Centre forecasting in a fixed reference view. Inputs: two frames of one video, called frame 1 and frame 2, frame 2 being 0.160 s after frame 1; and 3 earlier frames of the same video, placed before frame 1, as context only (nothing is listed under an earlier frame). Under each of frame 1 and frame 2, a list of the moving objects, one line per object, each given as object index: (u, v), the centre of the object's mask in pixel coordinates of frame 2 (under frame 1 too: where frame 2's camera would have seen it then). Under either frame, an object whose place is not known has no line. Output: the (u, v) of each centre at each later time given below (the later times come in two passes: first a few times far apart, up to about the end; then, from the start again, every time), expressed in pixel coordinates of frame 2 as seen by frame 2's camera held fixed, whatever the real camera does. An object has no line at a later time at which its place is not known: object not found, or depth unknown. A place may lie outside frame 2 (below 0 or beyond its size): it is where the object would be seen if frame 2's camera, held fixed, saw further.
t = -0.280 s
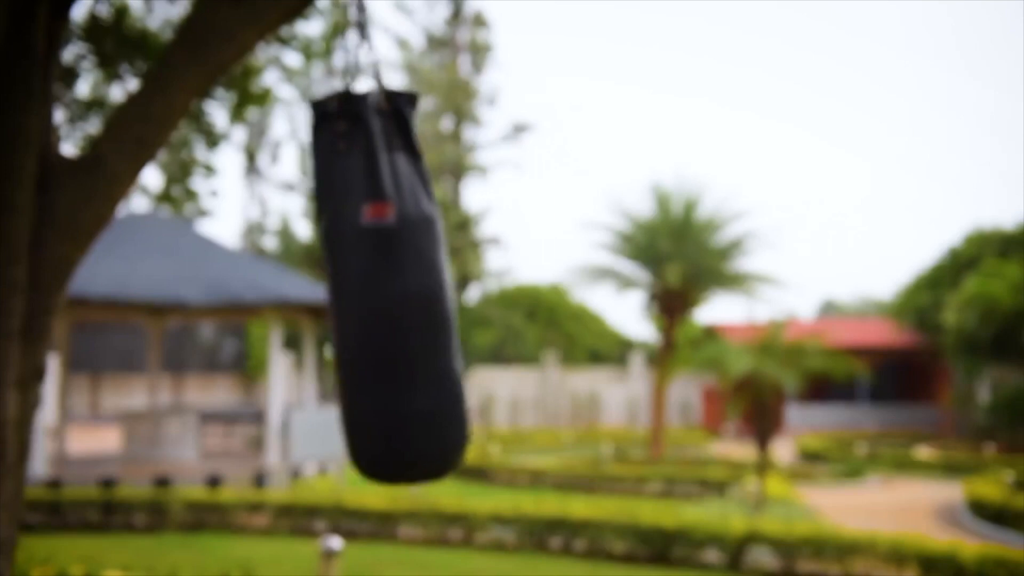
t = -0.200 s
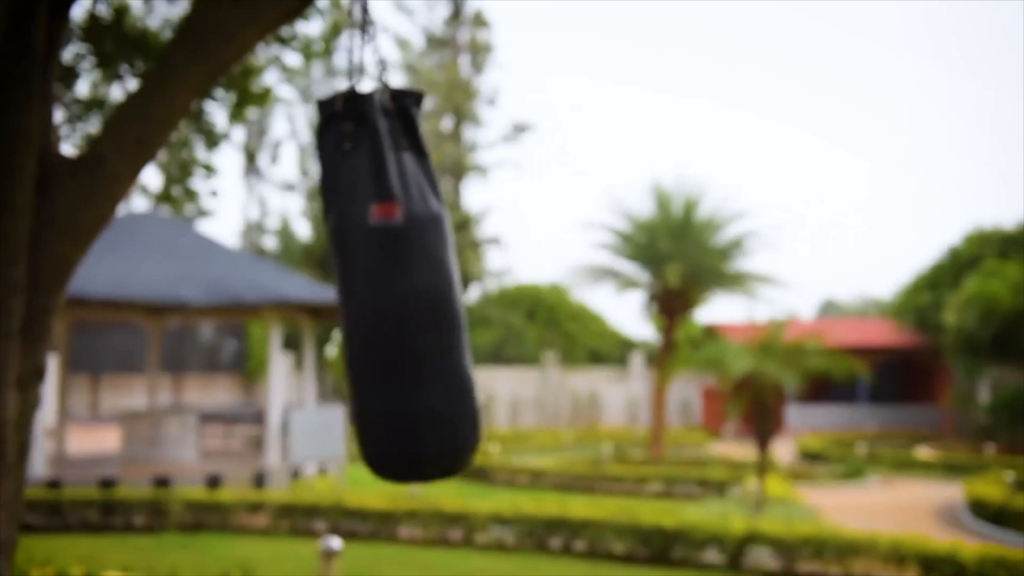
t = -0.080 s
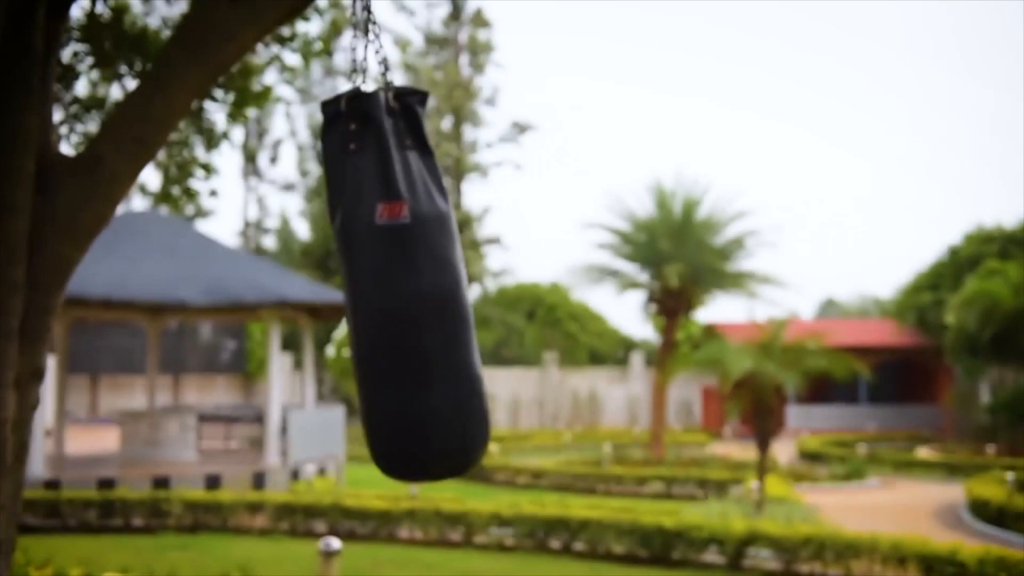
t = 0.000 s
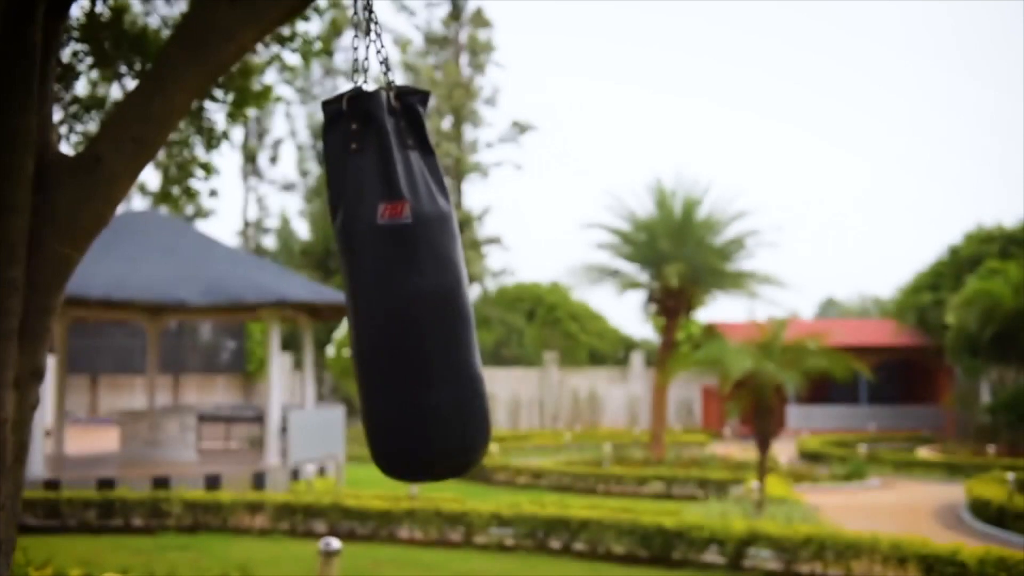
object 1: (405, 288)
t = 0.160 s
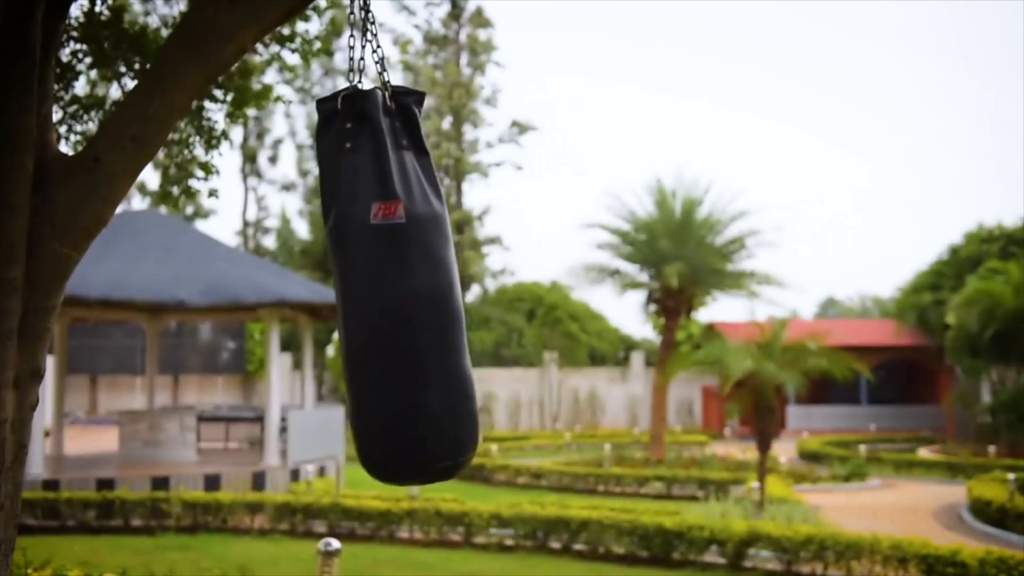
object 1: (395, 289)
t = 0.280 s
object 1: (380, 290)
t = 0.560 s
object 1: (326, 293)
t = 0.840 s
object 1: (268, 291)
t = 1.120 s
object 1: (235, 289)
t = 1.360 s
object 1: (242, 289)
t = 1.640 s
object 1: (285, 292)
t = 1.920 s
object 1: (342, 292)
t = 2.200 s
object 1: (385, 290)
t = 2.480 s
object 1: (394, 288)
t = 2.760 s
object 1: (367, 291)
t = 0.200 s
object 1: (391, 289)
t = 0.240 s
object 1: (386, 290)
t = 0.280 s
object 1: (380, 290)
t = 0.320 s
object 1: (374, 291)
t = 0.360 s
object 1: (367, 291)
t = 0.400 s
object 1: (360, 292)
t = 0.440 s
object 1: (352, 292)
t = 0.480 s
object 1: (344, 292)
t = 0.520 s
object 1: (335, 293)
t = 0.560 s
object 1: (326, 293)
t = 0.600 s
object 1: (317, 293)
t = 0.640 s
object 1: (309, 292)
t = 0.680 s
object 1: (300, 293)
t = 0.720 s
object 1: (291, 292)
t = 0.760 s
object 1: (283, 292)
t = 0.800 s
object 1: (275, 292)
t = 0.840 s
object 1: (268, 291)
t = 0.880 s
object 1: (261, 291)
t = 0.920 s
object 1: (255, 291)
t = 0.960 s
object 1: (249, 290)
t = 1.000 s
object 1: (244, 290)
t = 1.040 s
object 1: (240, 289)
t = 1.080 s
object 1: (238, 289)
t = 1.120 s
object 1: (235, 289)
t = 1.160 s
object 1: (234, 289)
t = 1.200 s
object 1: (234, 289)
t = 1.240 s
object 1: (234, 289)
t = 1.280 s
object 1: (236, 289)
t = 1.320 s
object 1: (238, 289)
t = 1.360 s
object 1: (242, 289)
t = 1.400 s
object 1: (246, 289)
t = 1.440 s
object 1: (251, 290)
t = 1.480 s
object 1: (257, 291)
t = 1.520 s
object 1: (263, 291)
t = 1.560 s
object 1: (270, 291)
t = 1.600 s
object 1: (277, 292)
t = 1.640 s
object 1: (285, 292)
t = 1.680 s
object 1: (293, 292)
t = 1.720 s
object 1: (301, 292)
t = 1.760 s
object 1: (309, 292)
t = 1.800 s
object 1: (318, 292)
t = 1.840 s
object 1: (326, 293)
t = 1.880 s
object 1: (334, 293)
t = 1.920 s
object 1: (342, 292)
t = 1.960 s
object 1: (350, 292)
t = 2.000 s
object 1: (357, 291)
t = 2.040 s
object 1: (364, 291)
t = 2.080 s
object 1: (370, 291)
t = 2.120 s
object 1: (376, 290)
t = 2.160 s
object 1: (381, 289)
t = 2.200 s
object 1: (385, 290)
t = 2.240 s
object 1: (389, 289)
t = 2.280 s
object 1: (391, 288)
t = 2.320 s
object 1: (394, 288)
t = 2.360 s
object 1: (395, 288)
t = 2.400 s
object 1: (395, 288)
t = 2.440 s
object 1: (395, 288)
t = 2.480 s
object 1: (394, 288)
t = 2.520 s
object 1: (393, 288)
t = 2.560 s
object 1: (390, 289)
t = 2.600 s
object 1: (387, 289)
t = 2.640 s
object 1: (382, 289)
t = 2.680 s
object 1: (378, 291)
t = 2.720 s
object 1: (373, 290)
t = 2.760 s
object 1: (367, 291)
